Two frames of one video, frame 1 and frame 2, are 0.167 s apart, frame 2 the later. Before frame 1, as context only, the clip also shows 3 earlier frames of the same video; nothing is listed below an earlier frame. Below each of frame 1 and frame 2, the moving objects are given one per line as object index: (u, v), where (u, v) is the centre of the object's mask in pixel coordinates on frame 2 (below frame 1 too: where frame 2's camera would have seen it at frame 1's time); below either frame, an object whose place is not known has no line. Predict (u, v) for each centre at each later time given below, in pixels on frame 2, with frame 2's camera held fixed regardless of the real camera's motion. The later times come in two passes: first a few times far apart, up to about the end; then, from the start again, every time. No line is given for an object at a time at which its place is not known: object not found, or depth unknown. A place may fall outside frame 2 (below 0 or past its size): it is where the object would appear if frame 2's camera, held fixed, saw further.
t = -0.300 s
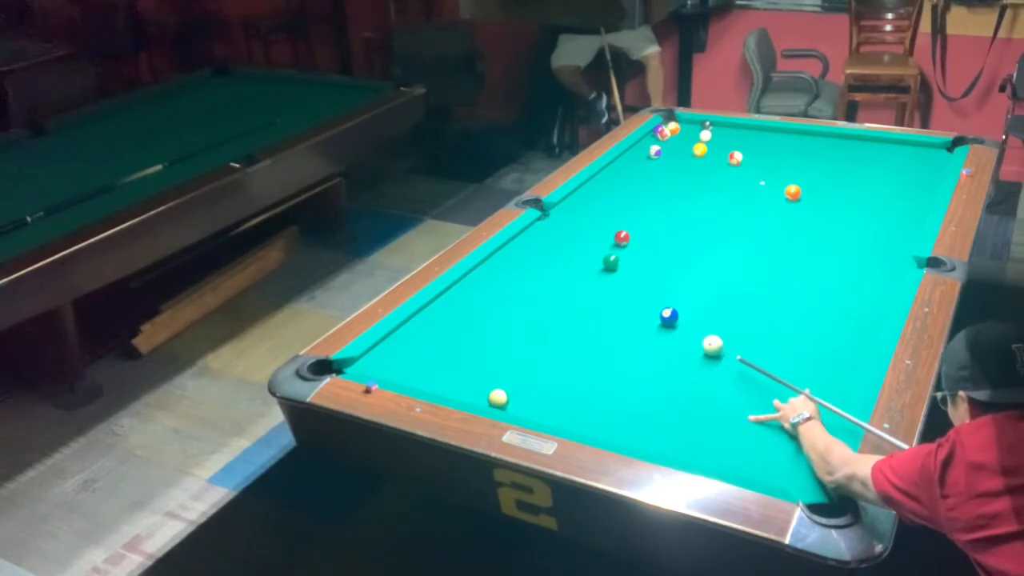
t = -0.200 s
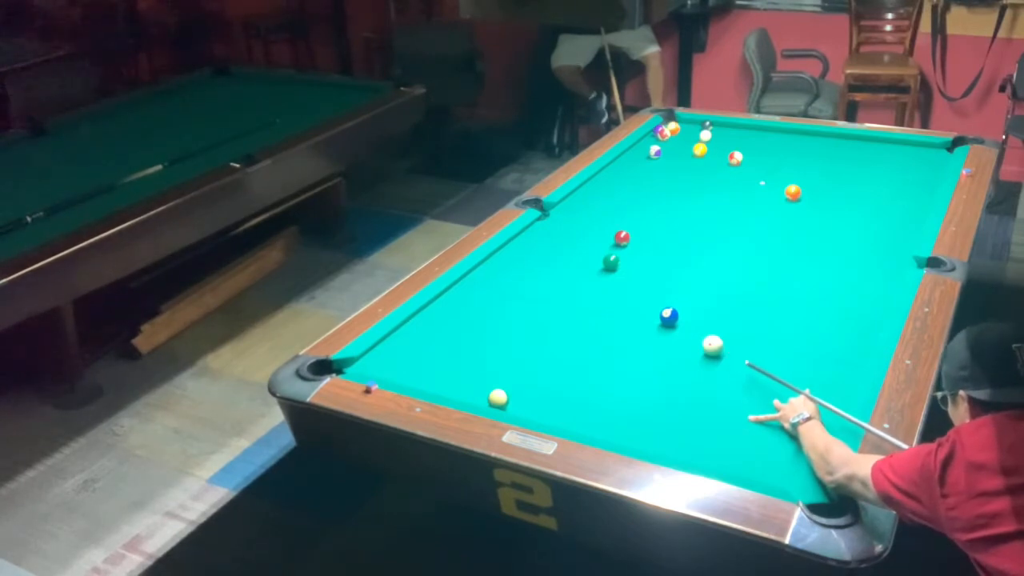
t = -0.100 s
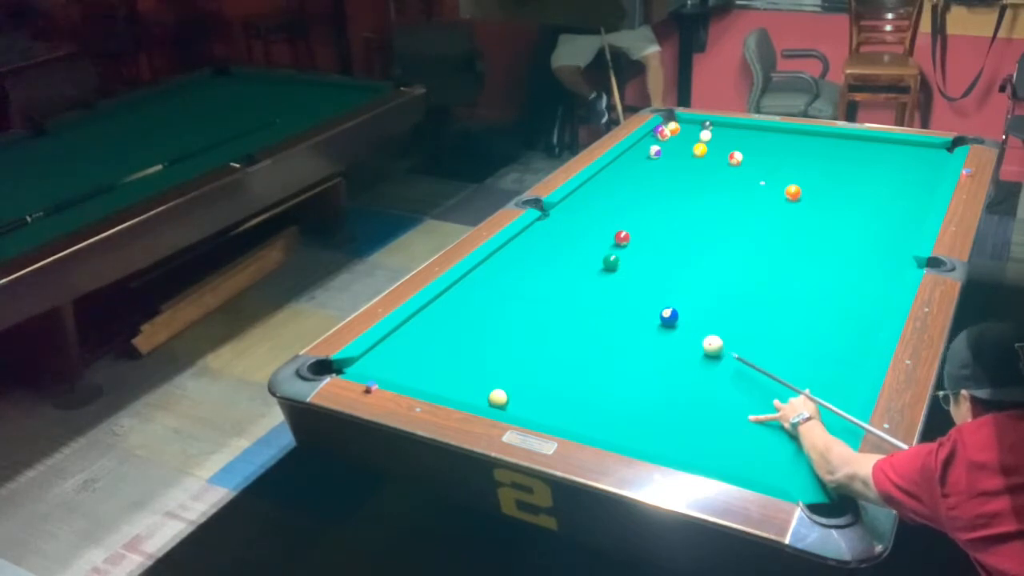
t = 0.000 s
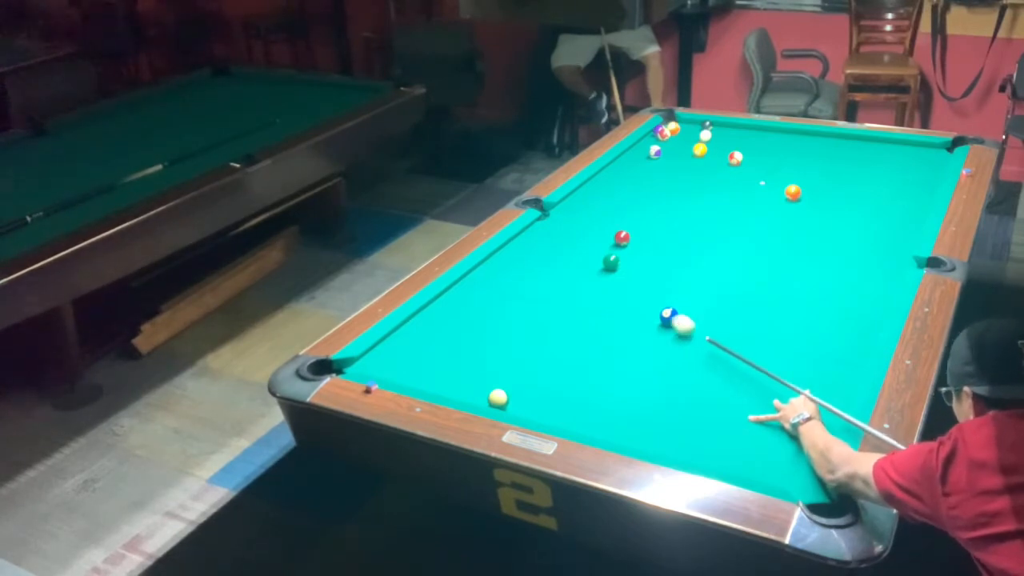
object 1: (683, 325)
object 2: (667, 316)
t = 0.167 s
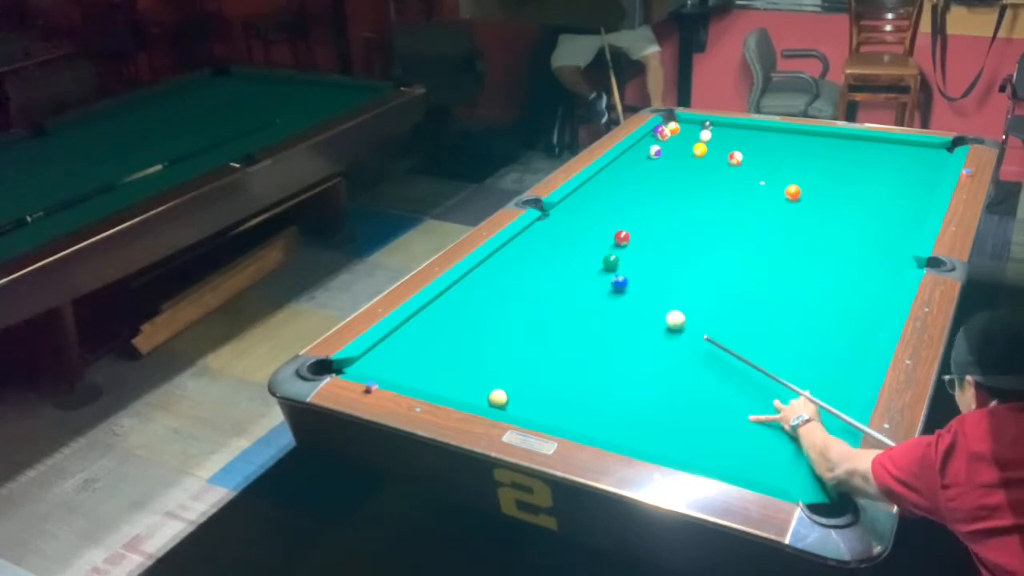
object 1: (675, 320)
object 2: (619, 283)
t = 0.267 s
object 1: (670, 317)
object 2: (597, 269)
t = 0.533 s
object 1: (658, 308)
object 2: (549, 236)
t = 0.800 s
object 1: (648, 302)
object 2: (569, 224)
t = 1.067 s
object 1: (639, 296)
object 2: (617, 220)
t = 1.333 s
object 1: (631, 291)
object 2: (664, 215)
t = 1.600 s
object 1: (624, 287)
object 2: (708, 211)
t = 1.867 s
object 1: (619, 284)
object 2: (748, 206)
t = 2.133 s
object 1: (615, 281)
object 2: (790, 203)
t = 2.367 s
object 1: (613, 278)
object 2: (824, 199)
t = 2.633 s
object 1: (610, 277)
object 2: (862, 196)
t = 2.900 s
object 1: (609, 277)
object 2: (898, 193)
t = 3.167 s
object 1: (610, 277)
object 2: (931, 189)
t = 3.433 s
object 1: (610, 277)
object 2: (915, 184)
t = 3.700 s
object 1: (610, 277)
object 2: (900, 179)
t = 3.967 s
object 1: (610, 277)
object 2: (887, 175)
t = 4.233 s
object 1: (610, 277)
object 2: (875, 171)
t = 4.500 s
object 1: (610, 277)
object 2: (865, 168)
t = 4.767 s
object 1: (610, 277)
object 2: (856, 164)
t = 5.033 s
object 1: (610, 277)
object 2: (848, 162)
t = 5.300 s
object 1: (610, 277)
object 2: (841, 160)
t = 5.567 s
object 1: (610, 277)
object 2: (836, 158)
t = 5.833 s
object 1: (610, 277)
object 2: (832, 156)
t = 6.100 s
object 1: (610, 277)
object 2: (828, 155)
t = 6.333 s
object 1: (610, 277)
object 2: (826, 154)
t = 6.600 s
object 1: (610, 277)
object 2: (825, 154)
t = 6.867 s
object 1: (610, 277)
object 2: (825, 154)
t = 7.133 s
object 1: (610, 277)
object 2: (825, 154)
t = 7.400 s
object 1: (610, 277)
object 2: (825, 154)
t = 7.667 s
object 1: (610, 277)
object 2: (825, 154)
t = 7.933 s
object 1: (610, 277)
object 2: (824, 154)
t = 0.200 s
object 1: (674, 319)
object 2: (610, 277)
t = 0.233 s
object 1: (672, 318)
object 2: (604, 273)
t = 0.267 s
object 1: (670, 317)
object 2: (597, 269)
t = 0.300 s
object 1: (669, 316)
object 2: (590, 264)
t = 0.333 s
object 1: (667, 315)
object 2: (584, 260)
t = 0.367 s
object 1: (666, 313)
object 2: (578, 256)
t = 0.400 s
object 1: (664, 312)
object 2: (572, 251)
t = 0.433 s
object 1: (663, 311)
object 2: (565, 248)
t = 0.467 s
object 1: (661, 310)
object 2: (560, 244)
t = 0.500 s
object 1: (660, 310)
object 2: (554, 240)
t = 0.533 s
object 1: (658, 308)
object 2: (549, 236)
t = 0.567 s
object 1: (657, 308)
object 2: (543, 232)
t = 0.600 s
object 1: (656, 307)
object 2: (538, 229)
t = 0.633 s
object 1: (654, 306)
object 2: (535, 227)
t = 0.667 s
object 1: (653, 305)
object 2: (543, 225)
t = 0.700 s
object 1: (652, 304)
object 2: (550, 225)
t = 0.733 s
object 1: (650, 303)
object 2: (557, 225)
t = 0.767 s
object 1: (649, 302)
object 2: (563, 225)
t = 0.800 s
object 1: (648, 302)
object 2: (569, 224)
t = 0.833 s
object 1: (647, 301)
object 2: (575, 223)
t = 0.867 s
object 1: (645, 300)
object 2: (581, 223)
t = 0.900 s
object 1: (644, 300)
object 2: (587, 222)
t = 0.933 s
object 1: (643, 299)
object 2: (593, 222)
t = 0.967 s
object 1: (642, 298)
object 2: (599, 221)
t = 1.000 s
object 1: (641, 297)
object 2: (605, 221)
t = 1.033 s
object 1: (640, 297)
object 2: (611, 220)
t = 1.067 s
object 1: (639, 296)
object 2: (617, 220)
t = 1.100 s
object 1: (638, 295)
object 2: (623, 219)
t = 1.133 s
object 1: (637, 295)
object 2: (629, 218)
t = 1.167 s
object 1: (636, 294)
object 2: (635, 218)
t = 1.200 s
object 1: (635, 293)
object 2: (641, 217)
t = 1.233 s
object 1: (634, 293)
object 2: (647, 216)
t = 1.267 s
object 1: (633, 292)
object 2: (652, 216)
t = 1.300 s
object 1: (632, 291)
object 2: (658, 216)
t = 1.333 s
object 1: (631, 291)
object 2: (664, 215)
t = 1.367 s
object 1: (630, 290)
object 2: (669, 214)
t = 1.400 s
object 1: (629, 290)
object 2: (675, 214)
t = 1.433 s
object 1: (629, 289)
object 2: (681, 213)
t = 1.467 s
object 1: (628, 288)
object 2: (687, 213)
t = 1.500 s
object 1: (627, 288)
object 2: (692, 212)
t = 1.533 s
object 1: (626, 288)
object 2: (697, 212)
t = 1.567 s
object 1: (625, 288)
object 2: (703, 211)
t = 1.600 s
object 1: (624, 287)
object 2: (708, 211)
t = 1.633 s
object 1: (624, 286)
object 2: (714, 210)
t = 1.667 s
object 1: (623, 286)
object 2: (719, 209)
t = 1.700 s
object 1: (622, 286)
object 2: (725, 209)
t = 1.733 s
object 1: (622, 285)
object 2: (727, 209)
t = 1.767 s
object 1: (621, 285)
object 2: (732, 208)
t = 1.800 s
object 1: (620, 284)
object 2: (738, 208)
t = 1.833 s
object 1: (620, 284)
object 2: (743, 207)
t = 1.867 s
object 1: (619, 284)
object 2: (748, 206)
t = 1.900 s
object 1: (619, 284)
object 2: (754, 206)
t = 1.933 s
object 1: (618, 283)
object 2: (759, 206)
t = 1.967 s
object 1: (617, 283)
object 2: (764, 205)
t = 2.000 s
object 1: (617, 282)
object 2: (769, 205)
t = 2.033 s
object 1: (617, 282)
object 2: (774, 204)
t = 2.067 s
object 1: (616, 282)
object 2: (779, 204)
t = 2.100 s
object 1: (616, 281)
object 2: (785, 203)
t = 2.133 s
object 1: (615, 281)
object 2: (790, 203)
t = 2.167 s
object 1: (615, 281)
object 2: (795, 202)
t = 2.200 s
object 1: (614, 280)
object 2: (800, 202)
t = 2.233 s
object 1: (614, 280)
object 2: (805, 201)
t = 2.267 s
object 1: (614, 280)
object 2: (810, 201)
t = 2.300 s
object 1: (613, 279)
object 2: (815, 200)
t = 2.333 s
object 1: (613, 279)
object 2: (820, 200)
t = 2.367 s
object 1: (613, 278)
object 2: (824, 199)
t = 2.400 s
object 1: (612, 278)
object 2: (829, 199)
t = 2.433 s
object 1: (612, 278)
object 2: (834, 199)
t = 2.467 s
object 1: (612, 278)
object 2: (839, 198)
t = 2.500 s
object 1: (611, 278)
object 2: (844, 198)
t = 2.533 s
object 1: (611, 278)
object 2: (848, 198)
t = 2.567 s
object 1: (611, 278)
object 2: (853, 197)
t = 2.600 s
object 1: (611, 277)
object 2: (857, 197)
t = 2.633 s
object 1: (610, 277)
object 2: (862, 196)
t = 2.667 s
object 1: (610, 277)
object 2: (866, 195)
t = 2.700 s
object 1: (610, 277)
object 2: (871, 195)
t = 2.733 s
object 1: (610, 276)
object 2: (876, 195)
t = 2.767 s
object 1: (610, 277)
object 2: (880, 194)
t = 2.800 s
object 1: (609, 277)
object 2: (885, 194)
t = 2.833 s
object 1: (609, 277)
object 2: (889, 194)
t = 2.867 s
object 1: (609, 277)
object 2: (894, 193)
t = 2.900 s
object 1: (609, 277)
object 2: (898, 193)
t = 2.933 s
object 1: (609, 277)
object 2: (903, 193)
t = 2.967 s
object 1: (609, 277)
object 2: (907, 192)
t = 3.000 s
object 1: (609, 277)
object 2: (911, 191)
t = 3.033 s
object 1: (610, 277)
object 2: (915, 191)
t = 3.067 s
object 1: (609, 277)
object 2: (919, 191)
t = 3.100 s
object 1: (609, 277)
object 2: (924, 190)
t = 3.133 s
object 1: (610, 277)
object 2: (928, 190)
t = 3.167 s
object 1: (610, 277)
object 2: (931, 189)
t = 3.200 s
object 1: (610, 277)
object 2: (930, 189)
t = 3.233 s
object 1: (610, 277)
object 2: (928, 188)
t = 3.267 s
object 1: (610, 277)
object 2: (926, 187)
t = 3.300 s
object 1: (610, 277)
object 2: (923, 186)
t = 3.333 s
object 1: (610, 277)
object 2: (922, 186)
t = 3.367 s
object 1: (610, 277)
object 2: (919, 185)
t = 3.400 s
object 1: (610, 277)
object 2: (917, 185)
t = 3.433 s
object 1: (610, 277)
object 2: (915, 184)
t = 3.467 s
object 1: (610, 277)
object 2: (913, 183)
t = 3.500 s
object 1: (610, 277)
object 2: (911, 182)
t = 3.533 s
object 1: (610, 277)
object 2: (909, 182)
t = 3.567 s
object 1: (610, 277)
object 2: (908, 181)
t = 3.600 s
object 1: (610, 277)
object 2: (906, 181)
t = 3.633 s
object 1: (610, 277)
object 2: (904, 180)
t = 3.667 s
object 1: (610, 277)
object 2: (902, 180)
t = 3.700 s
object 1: (610, 277)
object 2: (900, 179)
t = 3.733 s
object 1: (610, 277)
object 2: (899, 178)
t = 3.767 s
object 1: (610, 277)
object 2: (897, 178)
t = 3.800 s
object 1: (610, 277)
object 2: (895, 178)
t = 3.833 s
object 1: (610, 277)
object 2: (893, 177)
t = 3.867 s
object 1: (610, 277)
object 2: (891, 176)
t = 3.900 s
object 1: (610, 277)
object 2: (890, 176)
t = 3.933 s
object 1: (610, 277)
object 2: (889, 175)
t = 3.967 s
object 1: (610, 277)
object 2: (887, 175)
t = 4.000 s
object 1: (610, 277)
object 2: (885, 174)
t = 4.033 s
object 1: (610, 277)
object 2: (884, 174)
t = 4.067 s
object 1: (610, 277)
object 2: (882, 173)
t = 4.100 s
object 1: (610, 277)
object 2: (881, 173)
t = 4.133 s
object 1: (610, 277)
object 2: (879, 172)
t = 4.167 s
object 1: (610, 277)
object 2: (878, 172)
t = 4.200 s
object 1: (610, 277)
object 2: (876, 171)
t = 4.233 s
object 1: (610, 277)
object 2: (875, 171)
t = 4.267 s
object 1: (610, 277)
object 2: (874, 170)
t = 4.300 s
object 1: (610, 277)
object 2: (872, 170)
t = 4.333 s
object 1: (610, 277)
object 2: (871, 169)
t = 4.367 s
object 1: (610, 277)
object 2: (869, 169)
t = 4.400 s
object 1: (610, 277)
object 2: (868, 169)
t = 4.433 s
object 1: (610, 277)
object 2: (867, 168)
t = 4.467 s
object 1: (610, 277)
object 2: (866, 168)
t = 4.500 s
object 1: (610, 277)
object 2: (865, 168)
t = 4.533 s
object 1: (610, 277)
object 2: (863, 167)
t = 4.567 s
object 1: (610, 277)
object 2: (862, 166)
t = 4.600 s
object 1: (610, 277)
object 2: (861, 166)
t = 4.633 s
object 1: (610, 277)
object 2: (860, 166)
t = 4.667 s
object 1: (610, 277)
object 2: (859, 165)
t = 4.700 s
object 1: (610, 277)
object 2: (858, 165)
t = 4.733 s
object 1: (610, 277)
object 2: (857, 165)
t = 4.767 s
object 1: (610, 277)
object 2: (856, 164)
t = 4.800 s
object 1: (610, 277)
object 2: (854, 164)
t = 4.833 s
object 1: (610, 277)
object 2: (854, 164)
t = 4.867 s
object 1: (610, 277)
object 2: (853, 163)
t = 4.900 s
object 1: (610, 277)
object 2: (852, 163)
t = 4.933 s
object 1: (610, 277)
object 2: (851, 163)
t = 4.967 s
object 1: (610, 277)
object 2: (850, 162)
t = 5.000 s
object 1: (610, 277)
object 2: (849, 162)
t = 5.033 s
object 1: (610, 277)
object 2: (848, 162)
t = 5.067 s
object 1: (610, 277)
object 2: (847, 161)
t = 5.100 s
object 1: (610, 277)
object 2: (846, 161)
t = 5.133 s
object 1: (610, 277)
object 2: (845, 161)
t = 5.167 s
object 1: (610, 277)
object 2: (844, 161)
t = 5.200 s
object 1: (610, 277)
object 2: (843, 160)
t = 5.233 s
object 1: (610, 277)
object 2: (843, 160)
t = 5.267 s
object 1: (610, 277)
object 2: (842, 160)
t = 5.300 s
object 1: (610, 277)
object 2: (841, 160)
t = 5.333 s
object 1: (610, 277)
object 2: (841, 160)
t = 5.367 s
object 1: (610, 277)
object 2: (840, 159)
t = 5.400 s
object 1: (610, 277)
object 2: (839, 159)
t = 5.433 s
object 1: (610, 277)
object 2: (839, 159)
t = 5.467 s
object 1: (610, 277)
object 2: (838, 159)
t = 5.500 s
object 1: (610, 277)
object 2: (837, 158)
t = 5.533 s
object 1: (610, 277)
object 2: (837, 158)
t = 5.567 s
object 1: (610, 277)
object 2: (836, 158)
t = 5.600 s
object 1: (610, 277)
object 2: (835, 158)
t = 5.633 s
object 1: (610, 277)
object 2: (835, 157)
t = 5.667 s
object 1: (610, 277)
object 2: (834, 157)
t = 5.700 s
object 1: (610, 277)
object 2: (834, 157)
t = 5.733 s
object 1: (610, 277)
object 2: (833, 157)
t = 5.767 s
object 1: (610, 277)
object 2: (833, 156)
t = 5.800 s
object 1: (610, 277)
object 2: (832, 156)
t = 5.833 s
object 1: (610, 277)
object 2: (832, 156)
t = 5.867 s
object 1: (610, 277)
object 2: (831, 156)
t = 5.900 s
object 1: (610, 277)
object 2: (831, 156)
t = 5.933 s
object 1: (610, 277)
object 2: (830, 155)
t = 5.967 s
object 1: (610, 277)
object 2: (830, 156)
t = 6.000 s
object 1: (610, 277)
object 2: (829, 155)
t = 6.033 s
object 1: (610, 277)
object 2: (829, 155)
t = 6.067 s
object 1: (610, 277)
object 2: (828, 155)
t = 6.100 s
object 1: (610, 277)
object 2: (828, 155)
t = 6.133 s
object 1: (610, 277)
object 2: (828, 155)
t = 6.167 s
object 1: (610, 277)
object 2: (827, 154)
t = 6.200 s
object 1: (610, 277)
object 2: (827, 155)
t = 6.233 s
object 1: (610, 277)
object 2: (827, 154)
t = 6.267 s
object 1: (610, 277)
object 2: (827, 154)
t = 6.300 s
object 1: (610, 277)
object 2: (826, 154)
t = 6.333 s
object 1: (610, 277)
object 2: (826, 154)
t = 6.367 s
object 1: (610, 277)
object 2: (826, 154)
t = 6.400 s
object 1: (610, 277)
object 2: (826, 154)
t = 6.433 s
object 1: (610, 277)
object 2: (825, 154)
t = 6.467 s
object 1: (610, 277)
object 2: (825, 154)
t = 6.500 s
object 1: (610, 277)
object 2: (825, 154)
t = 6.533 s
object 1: (610, 277)
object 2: (825, 154)
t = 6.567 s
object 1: (610, 277)
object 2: (825, 154)
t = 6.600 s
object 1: (610, 277)
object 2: (825, 154)
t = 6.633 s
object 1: (610, 277)
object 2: (825, 154)
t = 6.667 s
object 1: (610, 277)
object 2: (825, 154)
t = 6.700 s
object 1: (610, 277)
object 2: (825, 154)
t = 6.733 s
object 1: (610, 277)
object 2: (825, 154)
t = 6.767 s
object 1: (610, 277)
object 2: (825, 154)
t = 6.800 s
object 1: (610, 277)
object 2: (825, 154)
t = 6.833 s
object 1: (610, 277)
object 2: (825, 154)
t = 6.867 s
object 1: (610, 277)
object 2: (825, 154)
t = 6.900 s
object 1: (610, 277)
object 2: (825, 154)
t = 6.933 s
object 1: (610, 277)
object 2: (824, 154)
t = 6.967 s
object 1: (610, 277)
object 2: (825, 154)
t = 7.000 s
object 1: (610, 277)
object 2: (825, 154)
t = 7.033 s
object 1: (610, 277)
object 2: (825, 154)
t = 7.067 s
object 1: (610, 277)
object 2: (825, 154)
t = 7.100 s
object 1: (610, 277)
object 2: (825, 154)
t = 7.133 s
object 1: (610, 277)
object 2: (825, 154)
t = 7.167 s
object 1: (610, 277)
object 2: (825, 154)
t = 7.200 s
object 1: (610, 277)
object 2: (825, 154)
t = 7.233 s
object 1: (610, 277)
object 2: (825, 154)
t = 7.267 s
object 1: (610, 277)
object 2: (825, 154)
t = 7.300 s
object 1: (610, 277)
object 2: (825, 154)
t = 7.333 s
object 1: (610, 277)
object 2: (825, 154)
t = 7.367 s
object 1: (610, 277)
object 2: (825, 154)
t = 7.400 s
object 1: (610, 277)
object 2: (825, 154)
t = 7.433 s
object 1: (610, 277)
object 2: (825, 154)
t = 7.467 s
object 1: (610, 277)
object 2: (825, 154)
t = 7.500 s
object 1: (610, 277)
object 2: (824, 154)
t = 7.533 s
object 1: (610, 277)
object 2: (824, 154)
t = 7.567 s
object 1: (610, 277)
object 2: (825, 154)
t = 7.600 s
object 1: (610, 277)
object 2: (825, 154)
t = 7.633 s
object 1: (610, 277)
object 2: (824, 154)
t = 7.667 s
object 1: (610, 277)
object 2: (825, 154)
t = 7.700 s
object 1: (610, 277)
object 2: (825, 154)
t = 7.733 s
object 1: (610, 277)
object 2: (825, 154)
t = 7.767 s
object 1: (610, 277)
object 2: (824, 154)
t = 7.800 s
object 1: (610, 277)
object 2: (824, 154)
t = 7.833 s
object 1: (610, 277)
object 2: (824, 154)
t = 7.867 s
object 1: (610, 277)
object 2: (824, 154)
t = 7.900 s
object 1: (610, 277)
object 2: (824, 154)
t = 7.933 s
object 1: (610, 277)
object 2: (824, 154)
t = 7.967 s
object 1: (610, 277)
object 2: (824, 154)
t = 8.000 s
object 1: (610, 277)
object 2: (824, 154)
